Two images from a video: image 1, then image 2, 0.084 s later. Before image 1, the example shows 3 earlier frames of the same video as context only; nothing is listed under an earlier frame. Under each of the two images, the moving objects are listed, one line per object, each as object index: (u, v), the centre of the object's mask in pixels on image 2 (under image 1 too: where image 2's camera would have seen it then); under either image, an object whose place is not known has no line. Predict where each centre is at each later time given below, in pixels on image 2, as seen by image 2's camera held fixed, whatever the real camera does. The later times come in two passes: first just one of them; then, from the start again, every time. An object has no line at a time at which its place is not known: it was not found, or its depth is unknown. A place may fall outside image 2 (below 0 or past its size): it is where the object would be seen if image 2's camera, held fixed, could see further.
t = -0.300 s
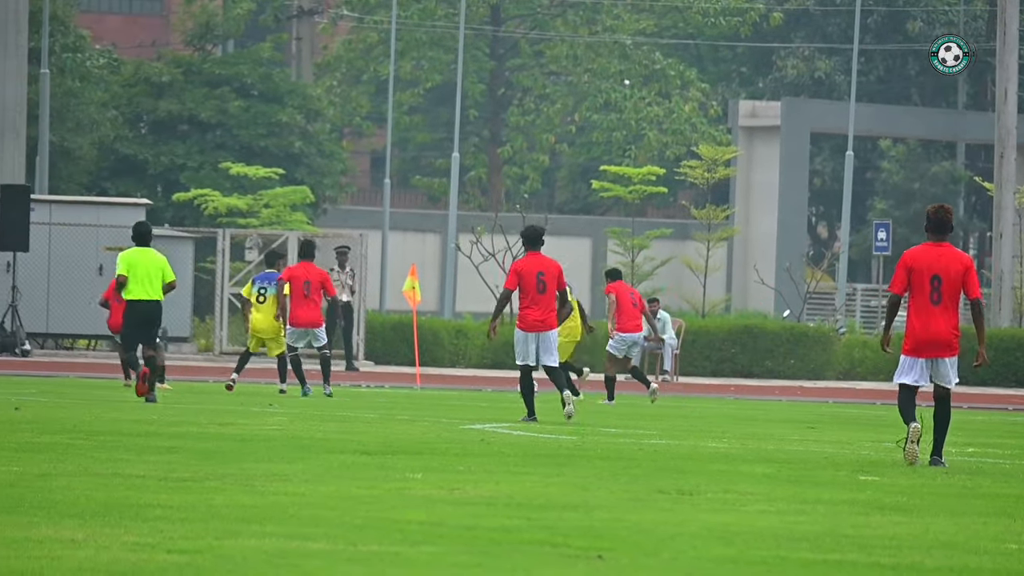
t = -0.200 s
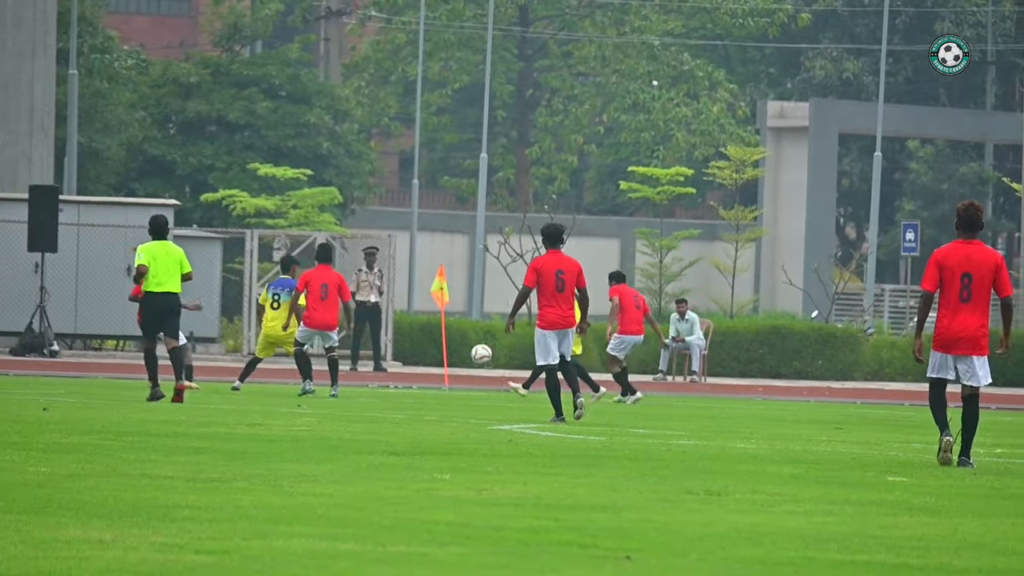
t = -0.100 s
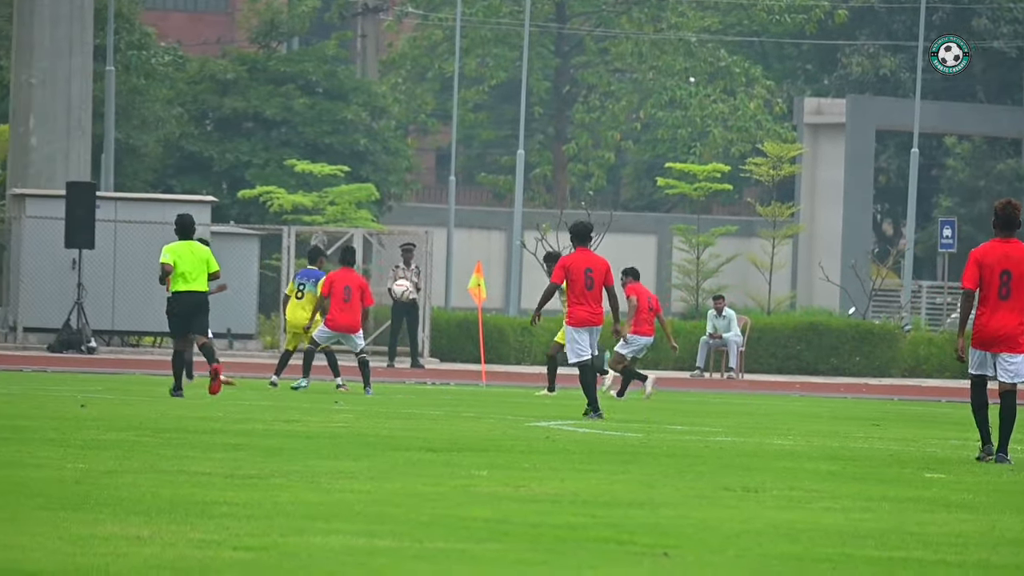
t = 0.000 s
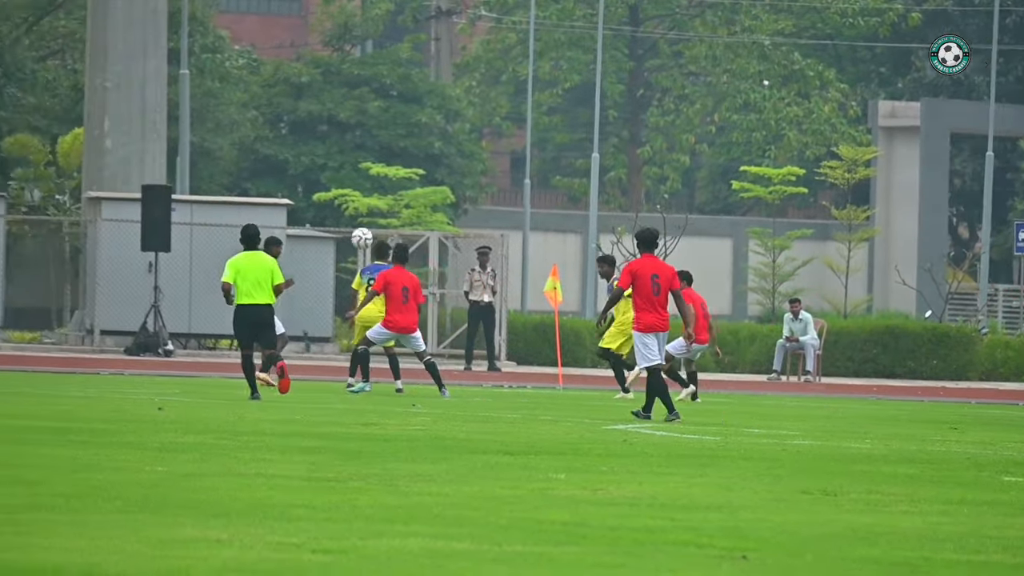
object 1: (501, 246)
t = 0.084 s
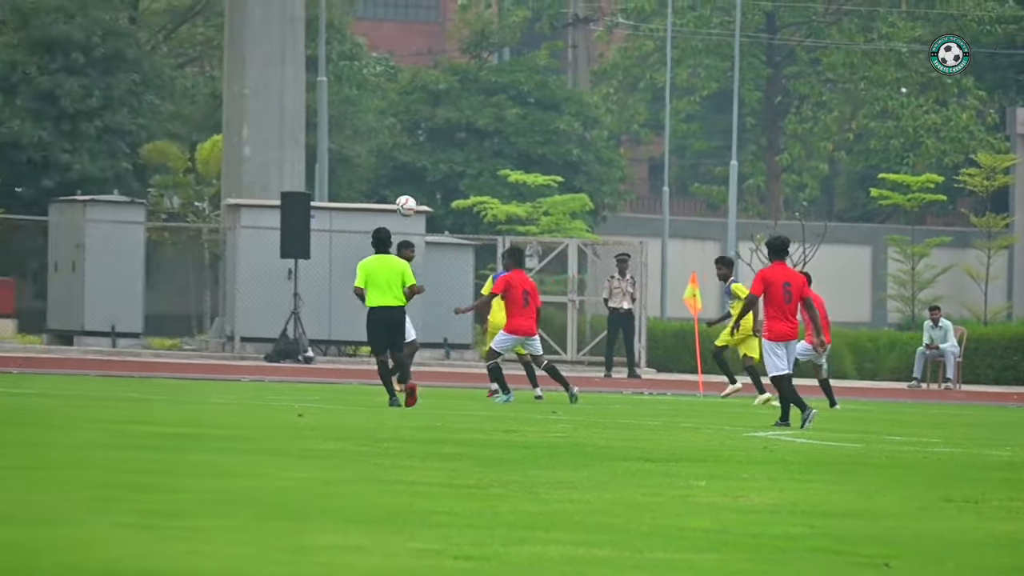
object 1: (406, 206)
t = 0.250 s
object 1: (221, 143)
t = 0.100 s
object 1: (386, 199)
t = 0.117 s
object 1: (367, 192)
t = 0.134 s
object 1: (347, 186)
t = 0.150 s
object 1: (328, 178)
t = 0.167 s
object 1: (309, 172)
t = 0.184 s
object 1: (290, 167)
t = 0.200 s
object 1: (272, 161)
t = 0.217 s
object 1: (252, 155)
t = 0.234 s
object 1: (233, 150)
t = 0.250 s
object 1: (221, 143)
